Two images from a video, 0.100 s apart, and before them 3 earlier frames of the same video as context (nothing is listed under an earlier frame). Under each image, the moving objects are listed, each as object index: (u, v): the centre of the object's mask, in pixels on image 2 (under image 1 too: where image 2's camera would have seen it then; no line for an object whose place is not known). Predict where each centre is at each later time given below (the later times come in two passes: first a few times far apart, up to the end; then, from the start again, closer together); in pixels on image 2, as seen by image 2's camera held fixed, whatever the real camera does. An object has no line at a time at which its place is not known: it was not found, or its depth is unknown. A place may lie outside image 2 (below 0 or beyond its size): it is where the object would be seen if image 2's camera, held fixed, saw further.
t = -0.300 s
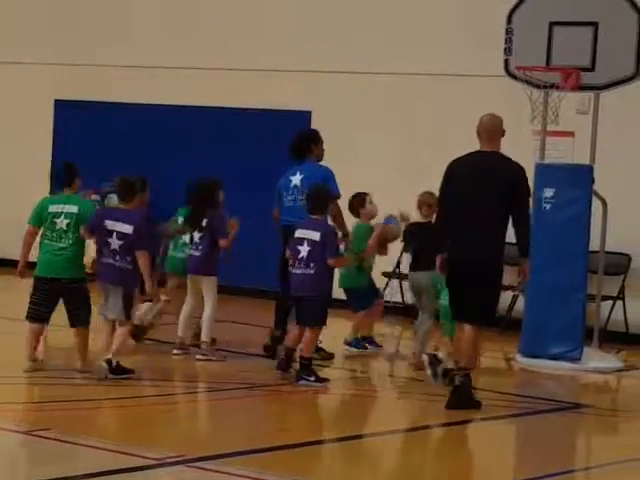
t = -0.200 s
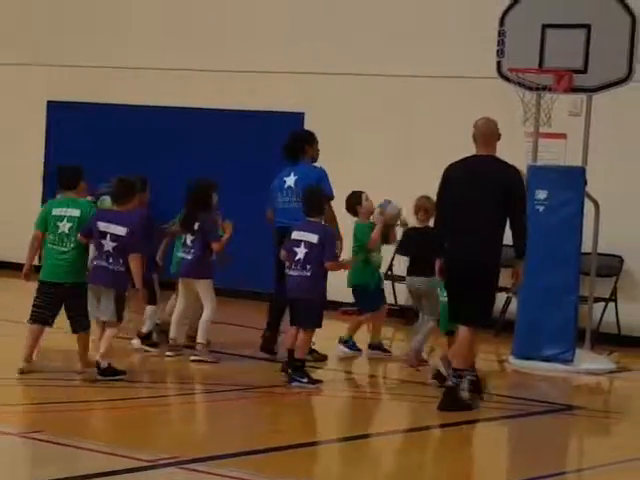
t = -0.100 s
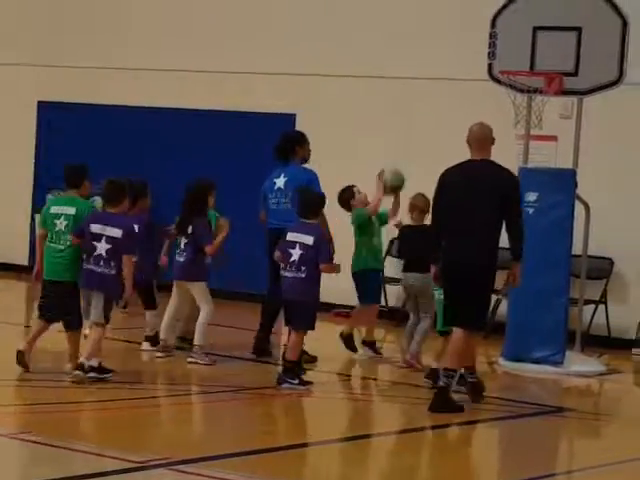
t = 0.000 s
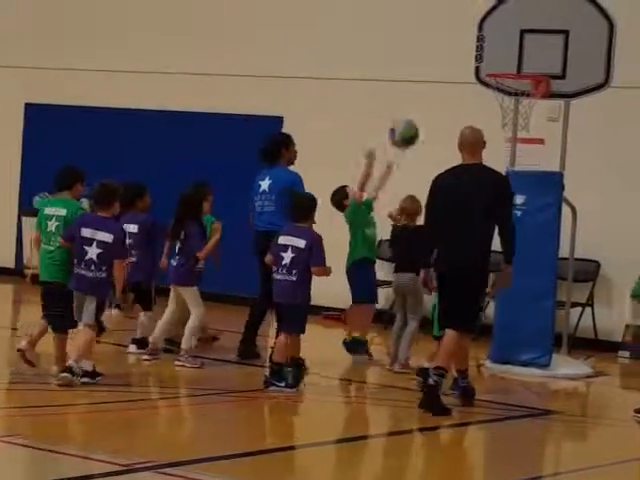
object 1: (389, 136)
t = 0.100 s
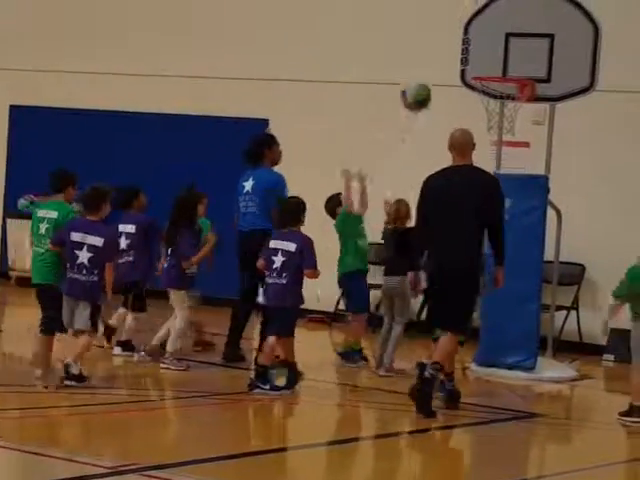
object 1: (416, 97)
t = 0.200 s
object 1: (442, 68)
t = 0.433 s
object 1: (502, 52)
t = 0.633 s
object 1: (527, 53)
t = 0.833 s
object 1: (527, 53)
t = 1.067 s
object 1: (512, 62)
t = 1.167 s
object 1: (503, 76)
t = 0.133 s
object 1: (425, 86)
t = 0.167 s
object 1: (434, 76)
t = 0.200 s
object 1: (442, 68)
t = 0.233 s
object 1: (451, 62)
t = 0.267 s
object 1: (461, 57)
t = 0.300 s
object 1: (468, 53)
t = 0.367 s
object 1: (487, 51)
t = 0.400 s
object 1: (493, 51)
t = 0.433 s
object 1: (502, 52)
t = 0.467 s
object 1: (510, 55)
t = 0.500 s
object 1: (517, 61)
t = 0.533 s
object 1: (524, 62)
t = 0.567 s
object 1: (527, 60)
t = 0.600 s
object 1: (528, 56)
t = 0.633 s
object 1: (527, 53)
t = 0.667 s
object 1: (527, 48)
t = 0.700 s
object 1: (527, 47)
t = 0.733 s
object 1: (527, 48)
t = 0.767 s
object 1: (528, 47)
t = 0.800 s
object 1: (527, 49)
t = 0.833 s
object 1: (527, 53)
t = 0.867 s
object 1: (525, 57)
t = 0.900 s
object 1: (525, 61)
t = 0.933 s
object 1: (525, 61)
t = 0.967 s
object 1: (523, 60)
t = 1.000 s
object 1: (519, 62)
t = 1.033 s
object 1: (515, 62)
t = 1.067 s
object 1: (512, 62)
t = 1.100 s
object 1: (509, 63)
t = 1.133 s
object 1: (506, 68)
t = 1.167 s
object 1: (503, 76)
